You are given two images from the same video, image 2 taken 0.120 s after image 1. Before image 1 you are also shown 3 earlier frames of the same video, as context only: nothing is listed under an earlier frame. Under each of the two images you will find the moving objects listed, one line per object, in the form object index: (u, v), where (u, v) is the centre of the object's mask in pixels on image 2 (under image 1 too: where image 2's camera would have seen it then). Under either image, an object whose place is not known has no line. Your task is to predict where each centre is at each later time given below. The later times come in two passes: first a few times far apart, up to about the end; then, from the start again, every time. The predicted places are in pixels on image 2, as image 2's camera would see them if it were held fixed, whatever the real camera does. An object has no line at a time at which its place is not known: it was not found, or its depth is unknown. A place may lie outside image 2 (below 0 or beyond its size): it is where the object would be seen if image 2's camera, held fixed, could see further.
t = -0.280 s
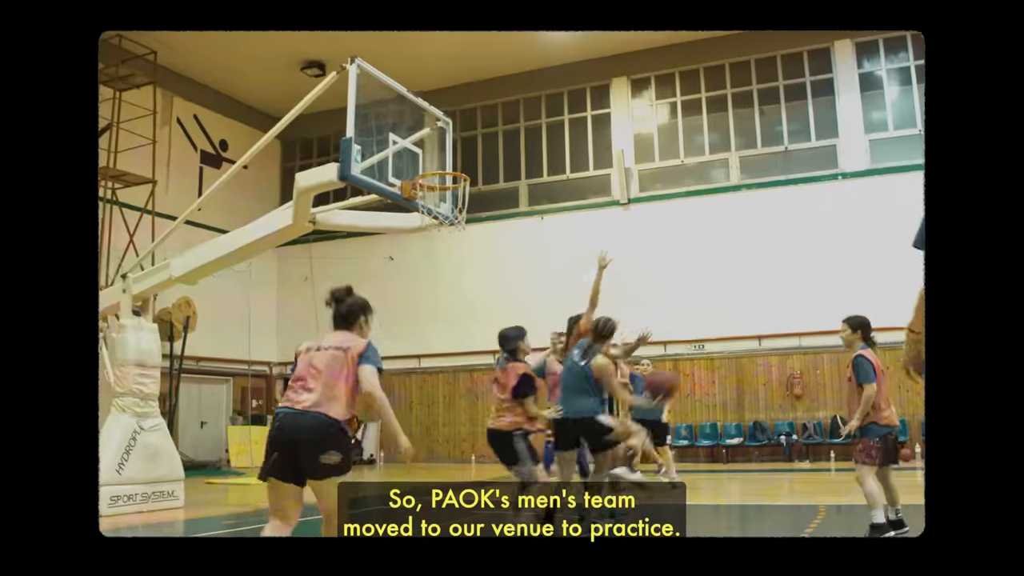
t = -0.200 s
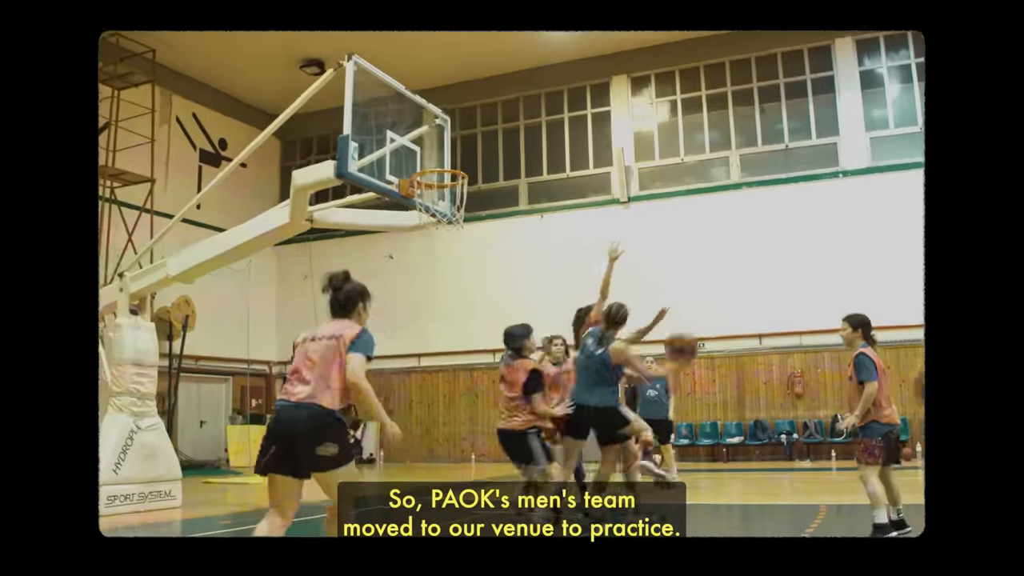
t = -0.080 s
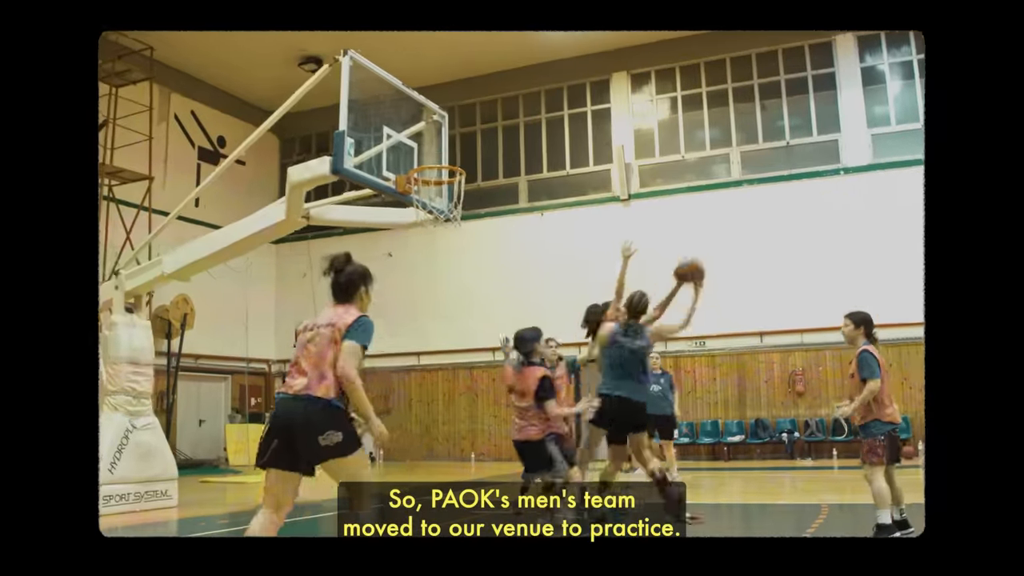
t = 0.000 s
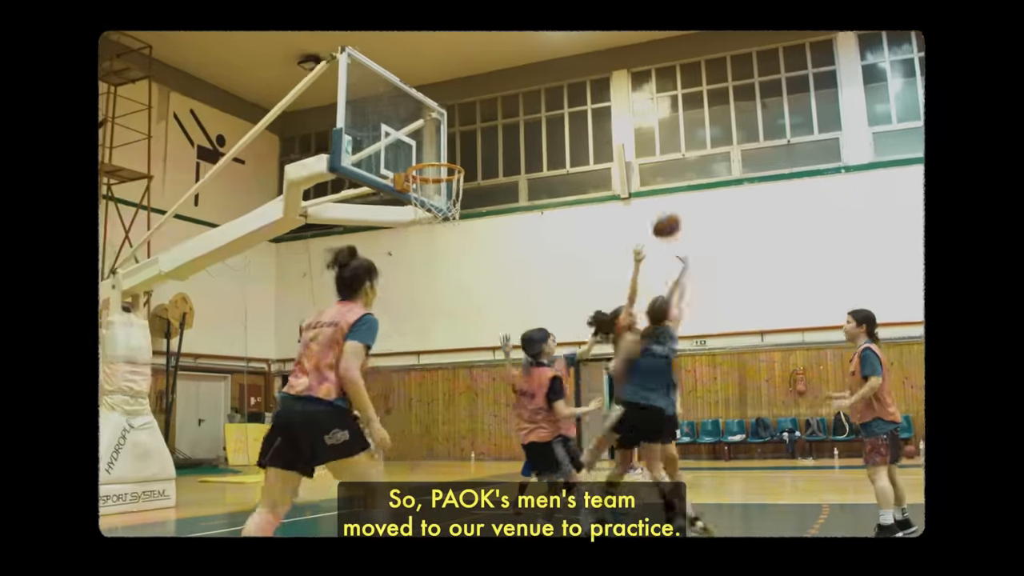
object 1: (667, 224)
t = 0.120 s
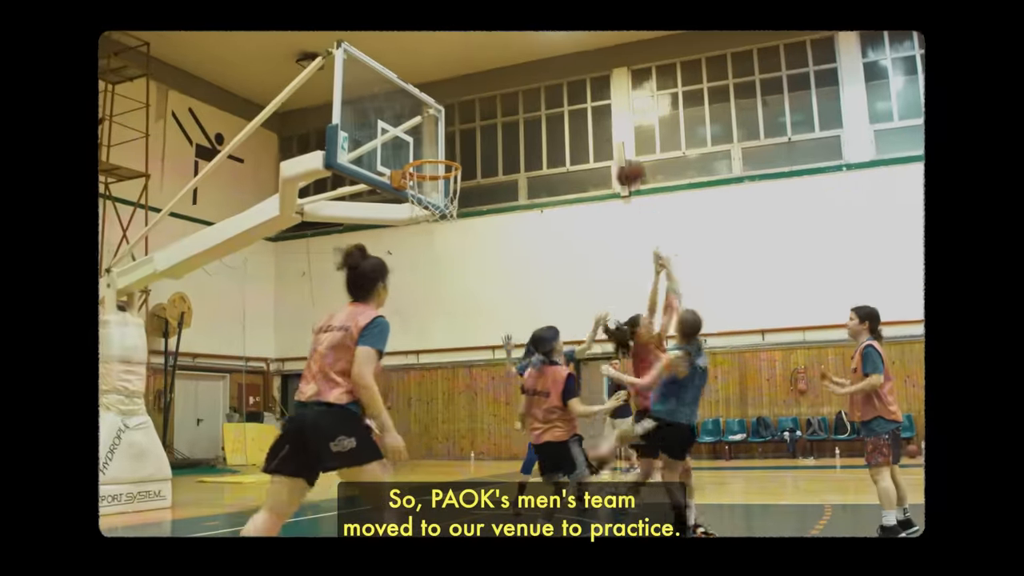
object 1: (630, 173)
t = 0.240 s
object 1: (594, 135)
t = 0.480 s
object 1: (536, 100)
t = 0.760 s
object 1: (472, 120)
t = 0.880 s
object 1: (448, 142)
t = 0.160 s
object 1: (618, 158)
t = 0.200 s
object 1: (605, 145)
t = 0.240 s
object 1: (594, 135)
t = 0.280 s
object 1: (584, 126)
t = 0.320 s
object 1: (574, 117)
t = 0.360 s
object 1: (564, 112)
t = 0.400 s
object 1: (554, 106)
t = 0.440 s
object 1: (544, 103)
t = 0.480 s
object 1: (536, 100)
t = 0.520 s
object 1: (526, 99)
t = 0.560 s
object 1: (516, 100)
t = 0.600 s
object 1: (504, 101)
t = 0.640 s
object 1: (498, 103)
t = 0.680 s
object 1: (490, 108)
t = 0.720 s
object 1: (480, 114)
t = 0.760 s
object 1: (472, 120)
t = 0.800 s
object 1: (463, 127)
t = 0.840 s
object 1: (454, 137)
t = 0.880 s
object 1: (448, 142)
